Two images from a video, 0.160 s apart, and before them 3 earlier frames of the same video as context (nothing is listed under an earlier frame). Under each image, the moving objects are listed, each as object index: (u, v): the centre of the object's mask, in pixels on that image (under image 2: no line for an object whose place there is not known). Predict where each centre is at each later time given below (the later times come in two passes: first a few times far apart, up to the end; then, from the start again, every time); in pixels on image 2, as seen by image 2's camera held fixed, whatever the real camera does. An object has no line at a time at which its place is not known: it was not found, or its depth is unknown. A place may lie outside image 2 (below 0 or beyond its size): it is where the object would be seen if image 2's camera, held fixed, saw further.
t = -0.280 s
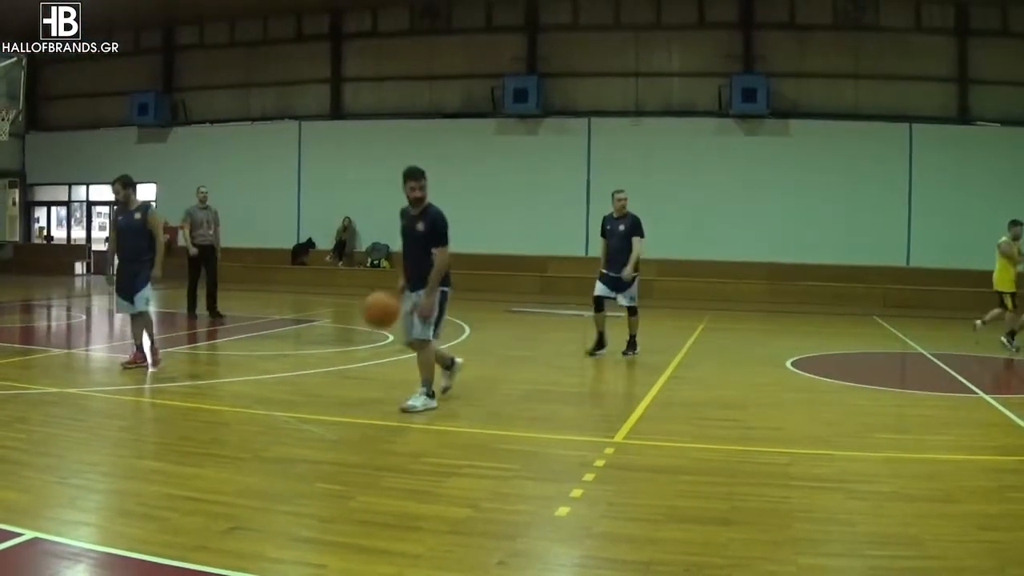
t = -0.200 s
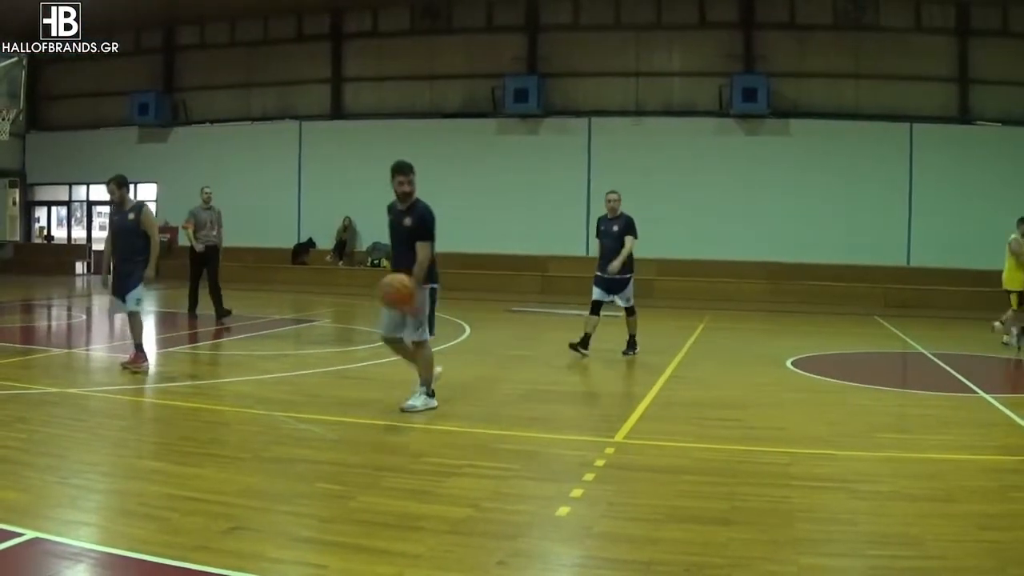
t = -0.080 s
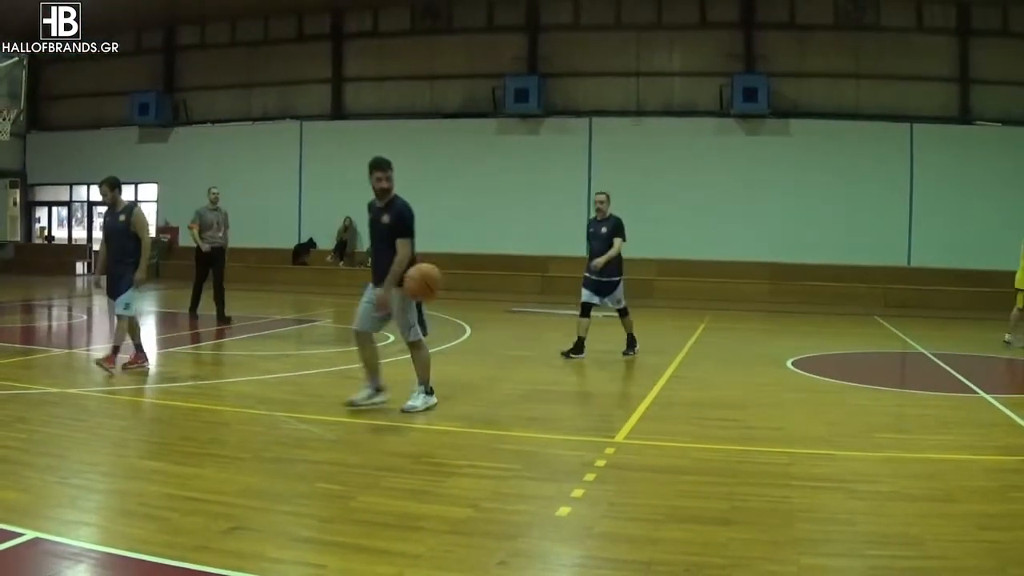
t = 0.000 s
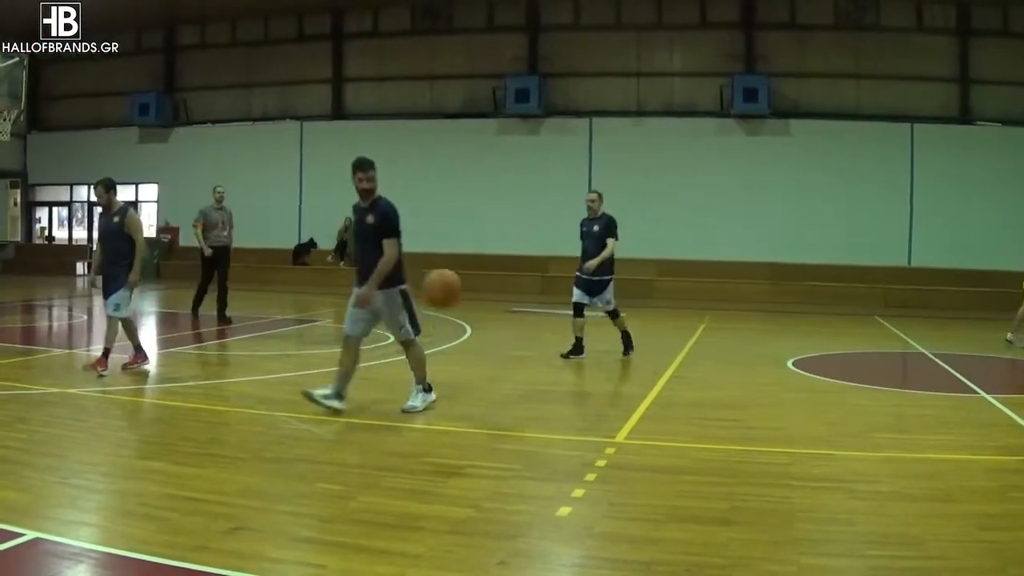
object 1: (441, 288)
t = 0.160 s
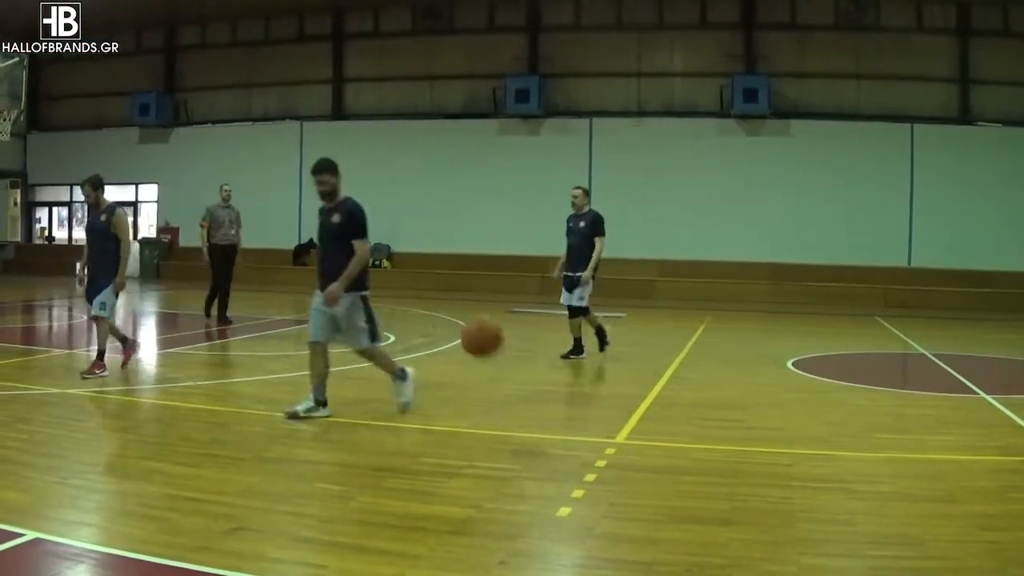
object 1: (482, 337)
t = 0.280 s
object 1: (514, 407)
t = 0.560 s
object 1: (604, 387)
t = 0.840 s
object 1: (715, 401)
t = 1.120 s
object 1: (844, 526)
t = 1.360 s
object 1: (985, 479)
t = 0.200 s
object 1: (492, 357)
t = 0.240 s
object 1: (503, 380)
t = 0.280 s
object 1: (514, 407)
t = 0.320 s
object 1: (524, 436)
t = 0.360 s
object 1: (536, 463)
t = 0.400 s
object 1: (549, 444)
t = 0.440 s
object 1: (562, 427)
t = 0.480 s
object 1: (576, 411)
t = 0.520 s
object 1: (589, 397)
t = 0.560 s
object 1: (604, 387)
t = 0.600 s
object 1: (619, 379)
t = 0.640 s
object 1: (634, 373)
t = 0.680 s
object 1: (649, 372)
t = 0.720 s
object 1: (665, 374)
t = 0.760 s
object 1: (681, 379)
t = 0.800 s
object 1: (698, 389)
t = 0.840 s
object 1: (715, 401)
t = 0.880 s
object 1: (731, 419)
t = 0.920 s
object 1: (749, 440)
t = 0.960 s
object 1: (767, 466)
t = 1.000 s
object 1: (785, 498)
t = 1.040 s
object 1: (801, 533)
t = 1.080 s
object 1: (821, 545)
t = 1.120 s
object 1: (844, 526)
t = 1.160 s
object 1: (867, 511)
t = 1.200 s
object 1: (890, 496)
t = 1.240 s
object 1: (913, 486)
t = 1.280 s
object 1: (937, 480)
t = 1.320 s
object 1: (961, 478)
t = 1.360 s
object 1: (985, 479)
